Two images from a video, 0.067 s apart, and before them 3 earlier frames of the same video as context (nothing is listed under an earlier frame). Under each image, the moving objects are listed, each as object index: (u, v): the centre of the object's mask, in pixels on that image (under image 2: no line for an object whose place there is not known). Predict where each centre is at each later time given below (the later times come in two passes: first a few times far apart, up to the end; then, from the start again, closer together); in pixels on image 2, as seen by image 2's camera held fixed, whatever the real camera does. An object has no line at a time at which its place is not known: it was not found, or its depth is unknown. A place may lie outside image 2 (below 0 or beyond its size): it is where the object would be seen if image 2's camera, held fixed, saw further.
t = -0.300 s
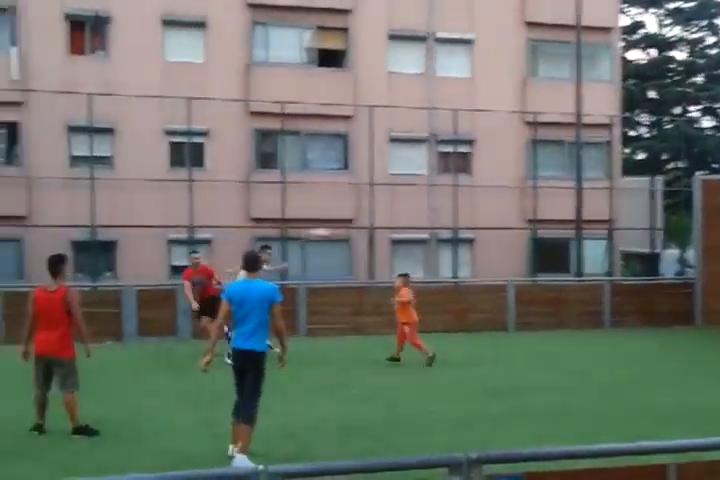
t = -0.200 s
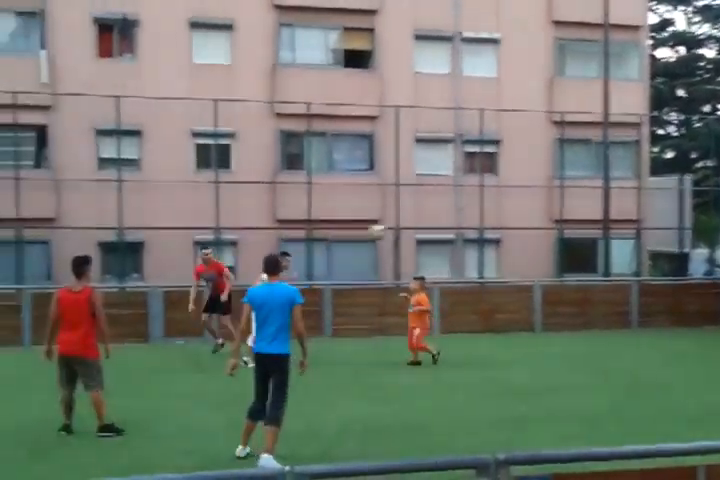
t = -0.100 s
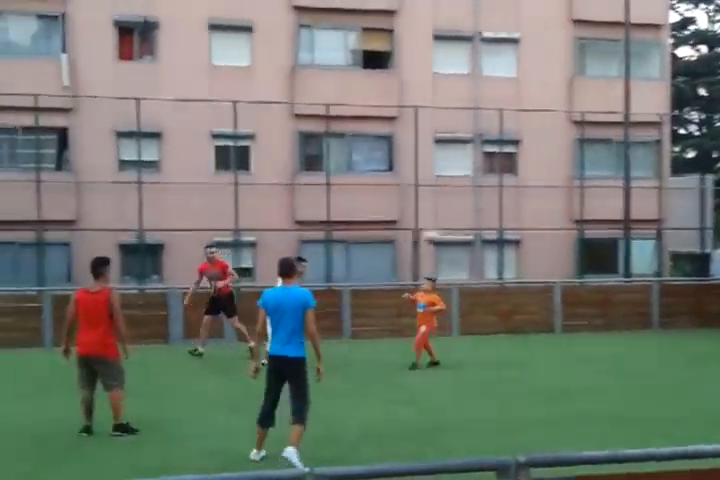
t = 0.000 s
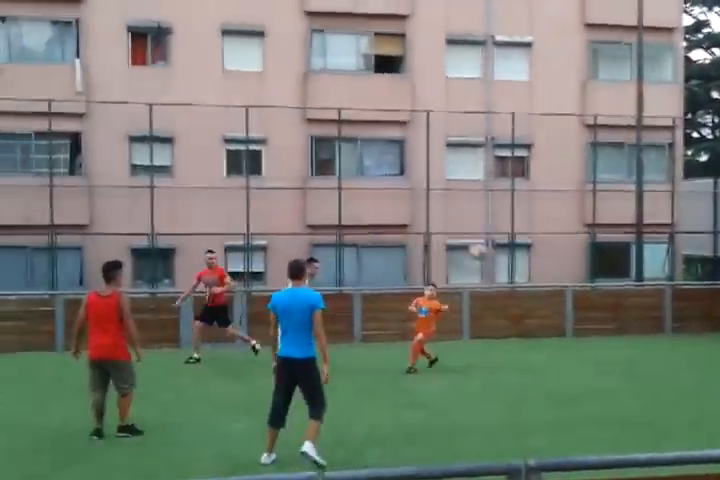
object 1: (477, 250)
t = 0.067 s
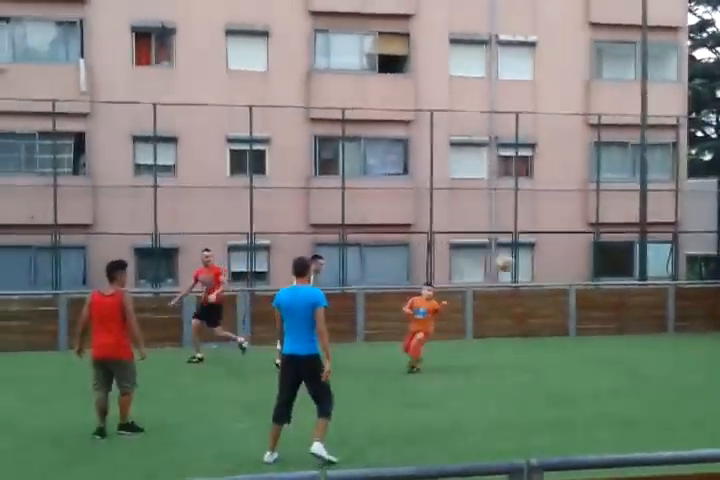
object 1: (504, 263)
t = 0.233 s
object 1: (562, 306)
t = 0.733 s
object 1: (692, 315)
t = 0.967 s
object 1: (748, 319)
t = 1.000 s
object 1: (756, 323)
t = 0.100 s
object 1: (515, 268)
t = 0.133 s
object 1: (527, 277)
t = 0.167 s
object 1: (539, 282)
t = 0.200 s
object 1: (551, 294)
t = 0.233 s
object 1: (562, 306)
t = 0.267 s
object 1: (574, 317)
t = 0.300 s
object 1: (585, 330)
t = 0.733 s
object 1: (692, 315)
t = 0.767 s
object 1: (700, 313)
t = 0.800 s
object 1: (709, 311)
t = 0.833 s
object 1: (716, 310)
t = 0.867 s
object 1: (724, 312)
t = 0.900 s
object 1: (732, 313)
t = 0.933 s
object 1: (741, 316)
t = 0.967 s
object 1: (748, 319)
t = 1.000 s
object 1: (756, 323)
